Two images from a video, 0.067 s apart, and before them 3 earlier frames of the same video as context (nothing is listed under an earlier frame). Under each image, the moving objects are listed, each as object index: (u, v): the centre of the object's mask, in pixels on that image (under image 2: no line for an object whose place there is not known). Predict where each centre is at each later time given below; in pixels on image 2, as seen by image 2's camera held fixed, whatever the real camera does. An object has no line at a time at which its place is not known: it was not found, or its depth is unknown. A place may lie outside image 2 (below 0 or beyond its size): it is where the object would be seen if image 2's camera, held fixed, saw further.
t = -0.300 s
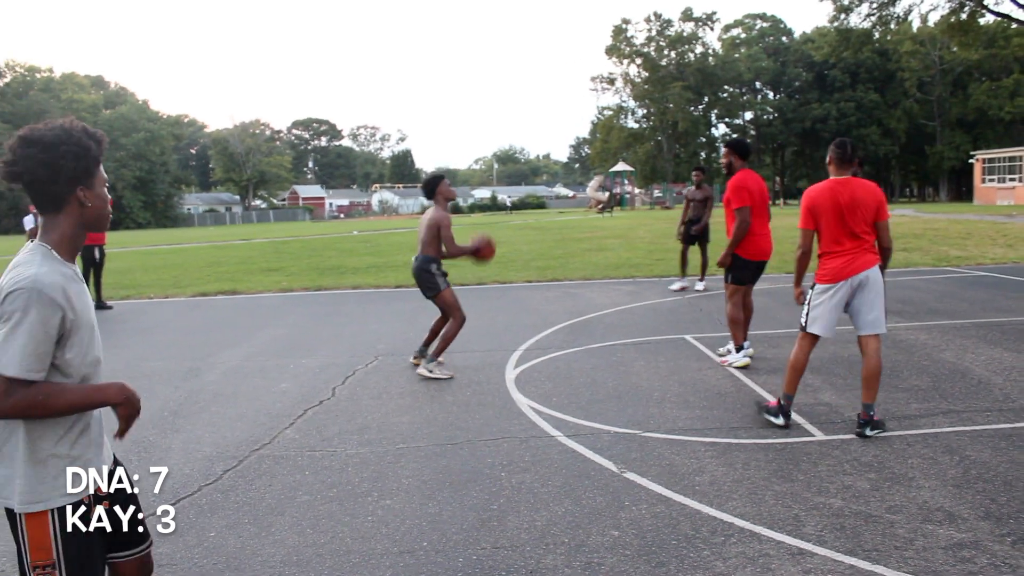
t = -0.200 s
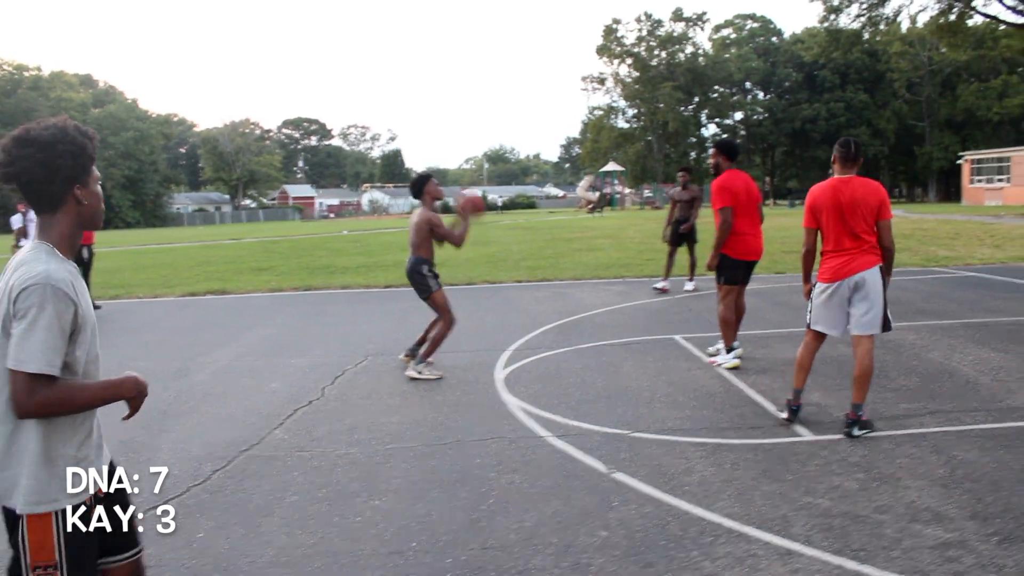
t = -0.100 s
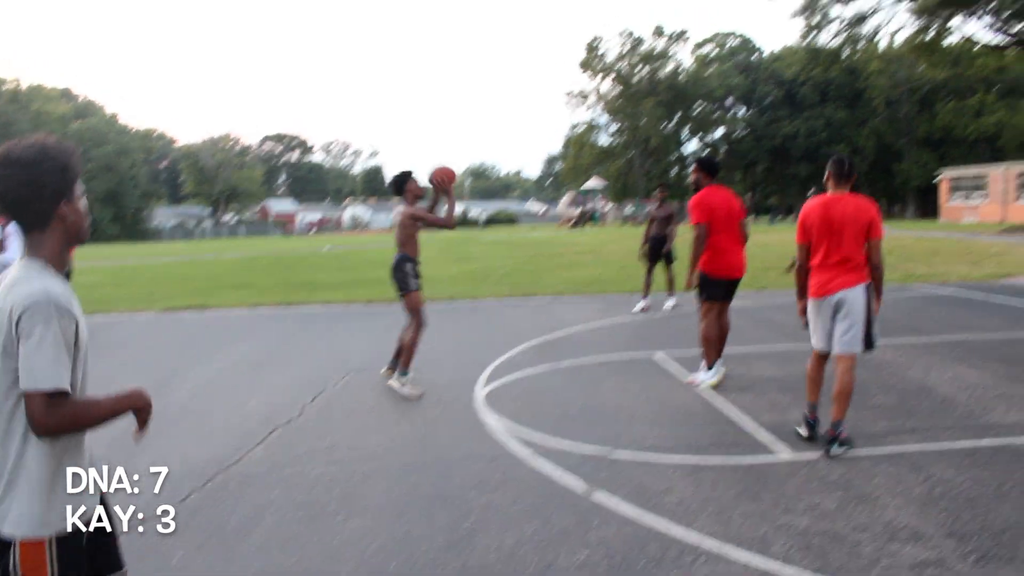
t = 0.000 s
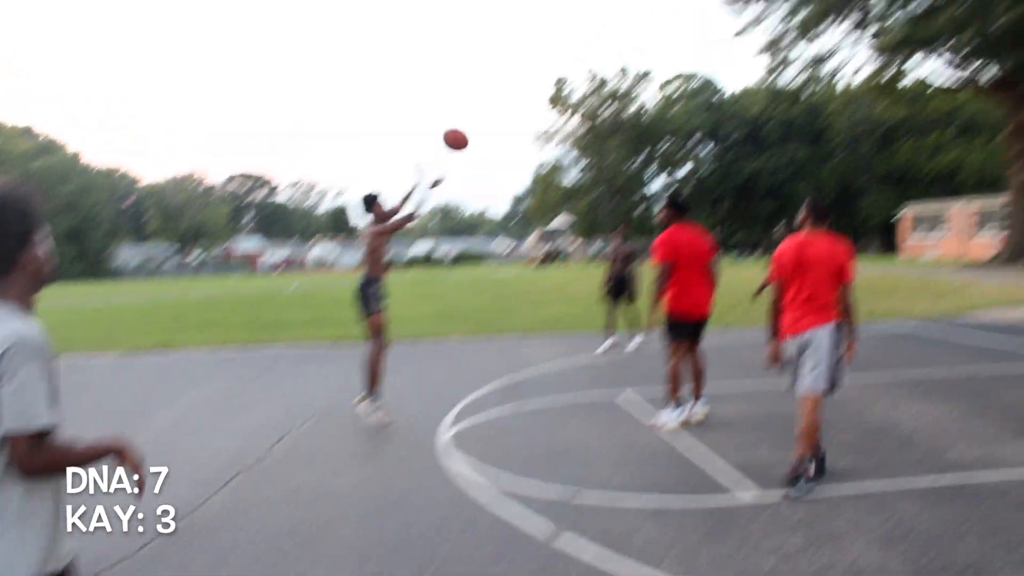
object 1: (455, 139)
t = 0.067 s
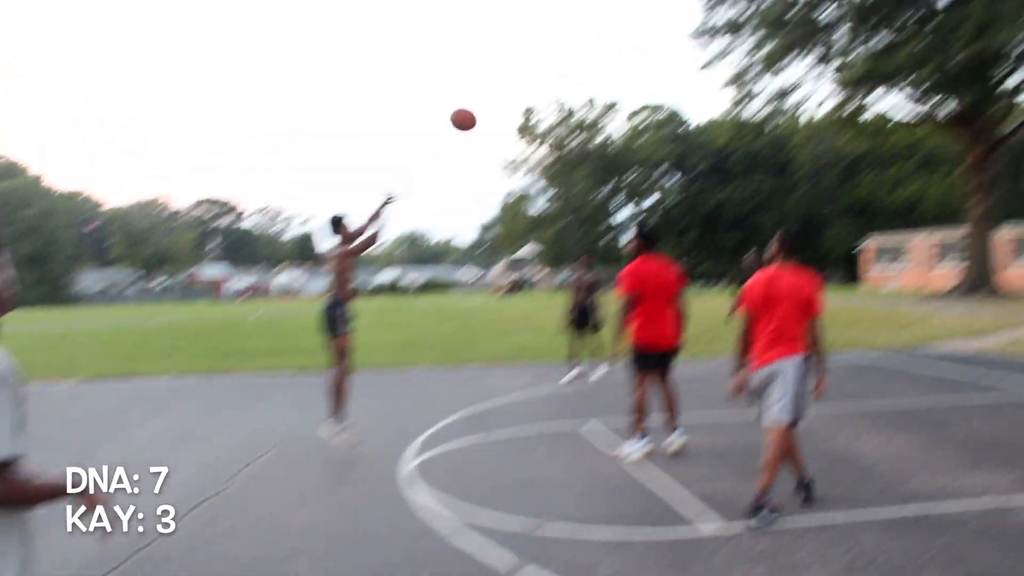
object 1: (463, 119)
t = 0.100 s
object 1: (483, 98)
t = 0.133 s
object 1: (502, 78)
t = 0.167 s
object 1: (521, 59)
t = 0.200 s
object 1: (540, 43)
